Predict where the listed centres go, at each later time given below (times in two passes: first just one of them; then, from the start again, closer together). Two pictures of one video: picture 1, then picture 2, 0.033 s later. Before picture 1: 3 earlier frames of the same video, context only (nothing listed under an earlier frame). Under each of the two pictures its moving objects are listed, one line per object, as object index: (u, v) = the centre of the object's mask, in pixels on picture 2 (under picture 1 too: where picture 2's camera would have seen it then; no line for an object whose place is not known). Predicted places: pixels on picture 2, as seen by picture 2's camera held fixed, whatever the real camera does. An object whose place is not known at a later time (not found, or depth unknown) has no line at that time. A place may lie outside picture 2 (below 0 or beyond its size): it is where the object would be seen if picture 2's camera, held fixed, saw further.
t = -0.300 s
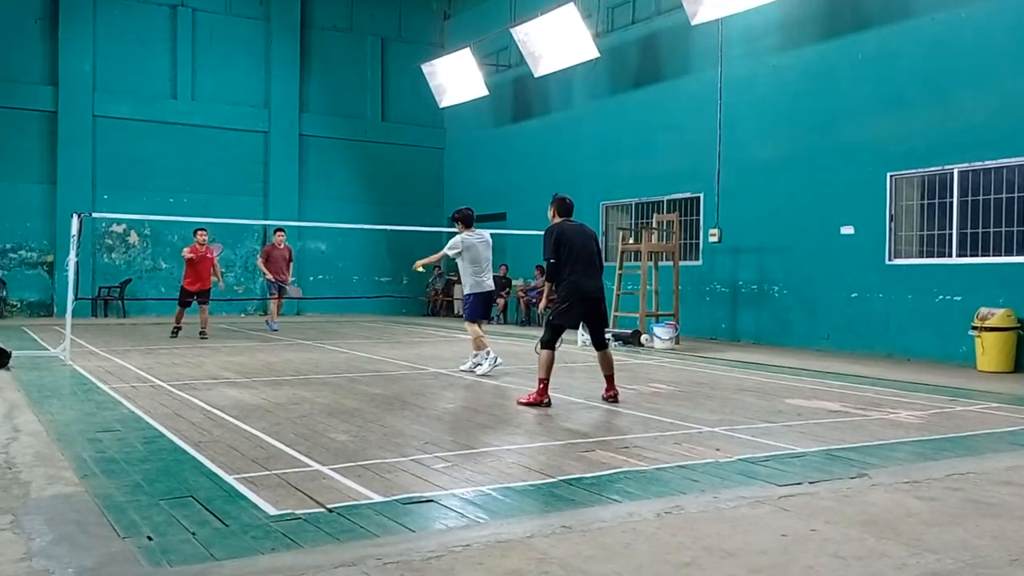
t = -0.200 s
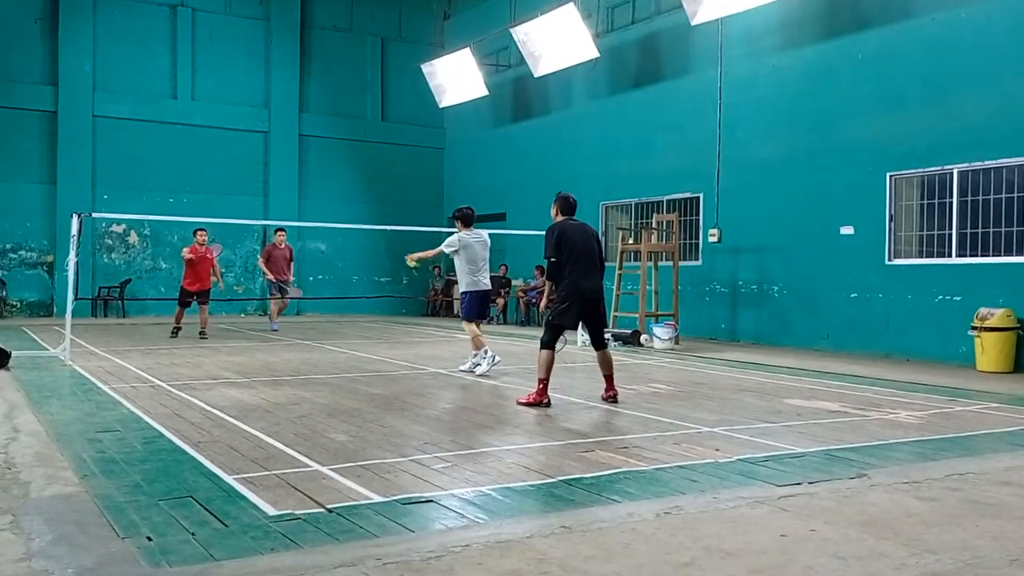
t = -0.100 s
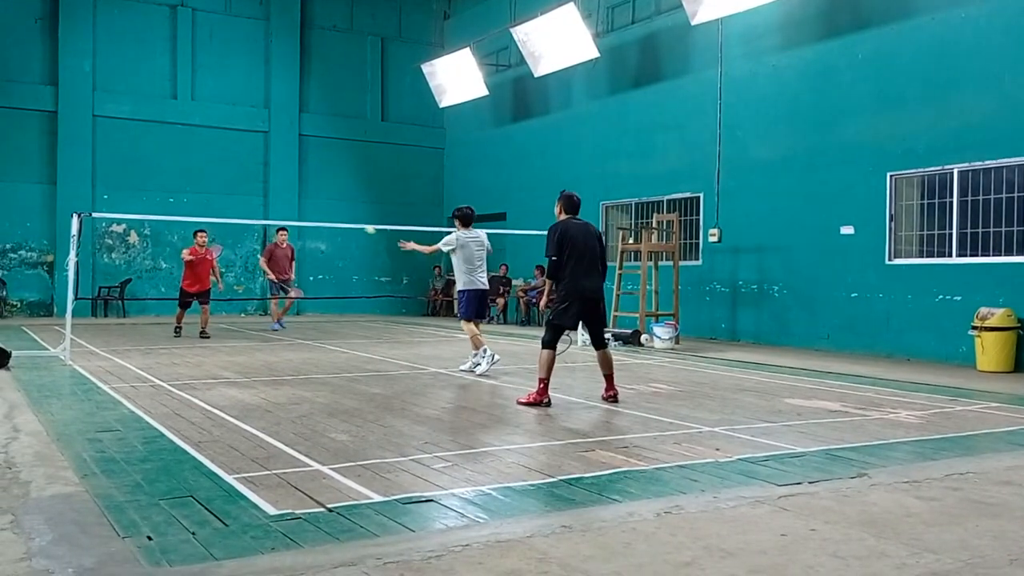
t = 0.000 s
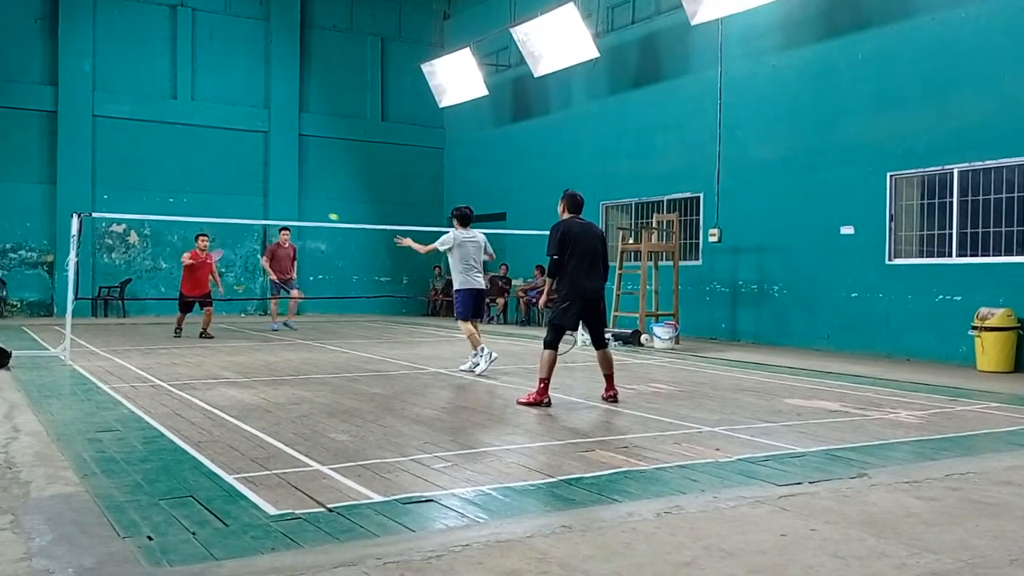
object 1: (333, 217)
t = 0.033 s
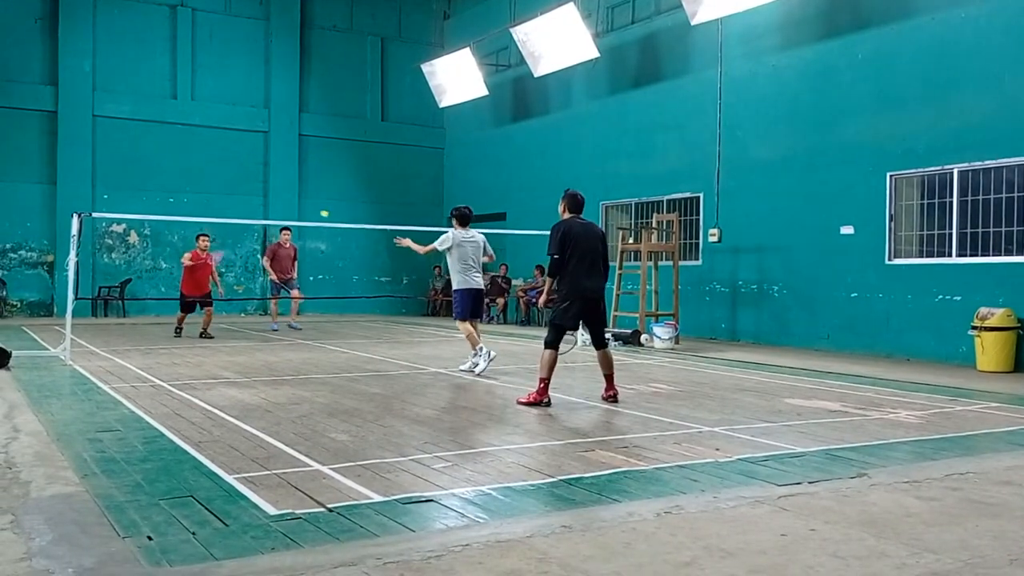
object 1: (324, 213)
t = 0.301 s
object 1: (269, 221)
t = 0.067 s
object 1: (317, 211)
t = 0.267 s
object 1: (276, 218)
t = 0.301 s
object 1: (269, 221)
